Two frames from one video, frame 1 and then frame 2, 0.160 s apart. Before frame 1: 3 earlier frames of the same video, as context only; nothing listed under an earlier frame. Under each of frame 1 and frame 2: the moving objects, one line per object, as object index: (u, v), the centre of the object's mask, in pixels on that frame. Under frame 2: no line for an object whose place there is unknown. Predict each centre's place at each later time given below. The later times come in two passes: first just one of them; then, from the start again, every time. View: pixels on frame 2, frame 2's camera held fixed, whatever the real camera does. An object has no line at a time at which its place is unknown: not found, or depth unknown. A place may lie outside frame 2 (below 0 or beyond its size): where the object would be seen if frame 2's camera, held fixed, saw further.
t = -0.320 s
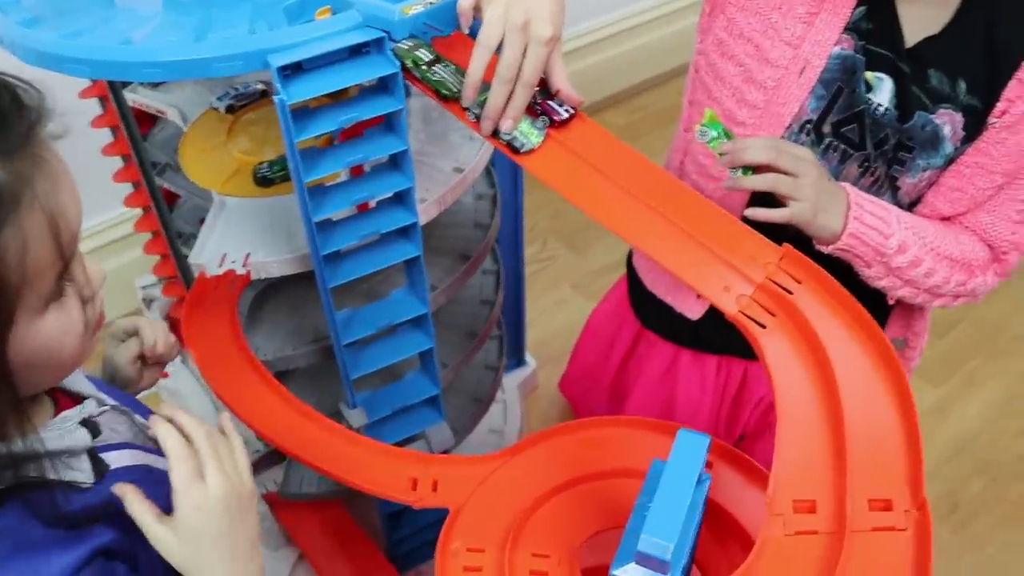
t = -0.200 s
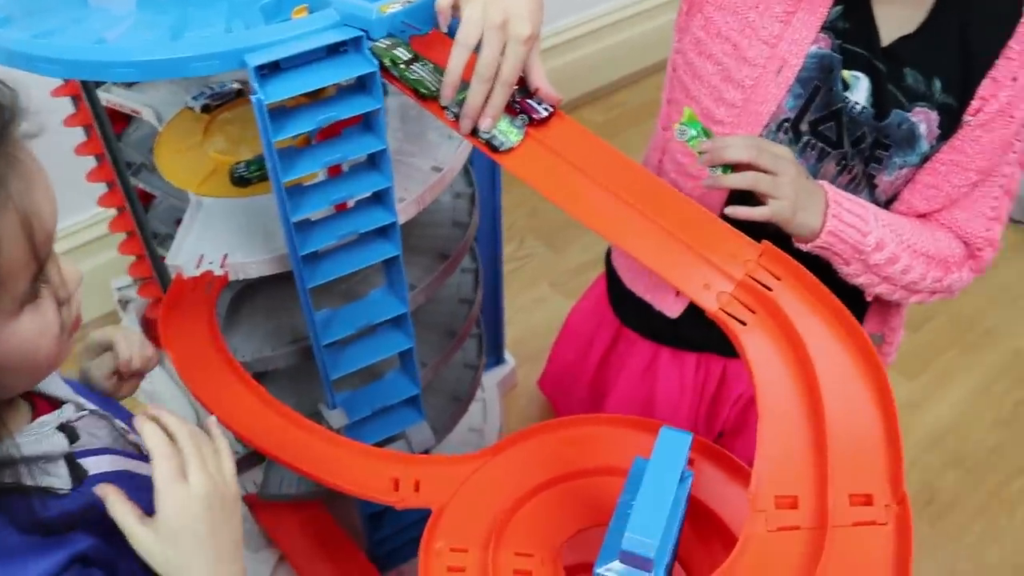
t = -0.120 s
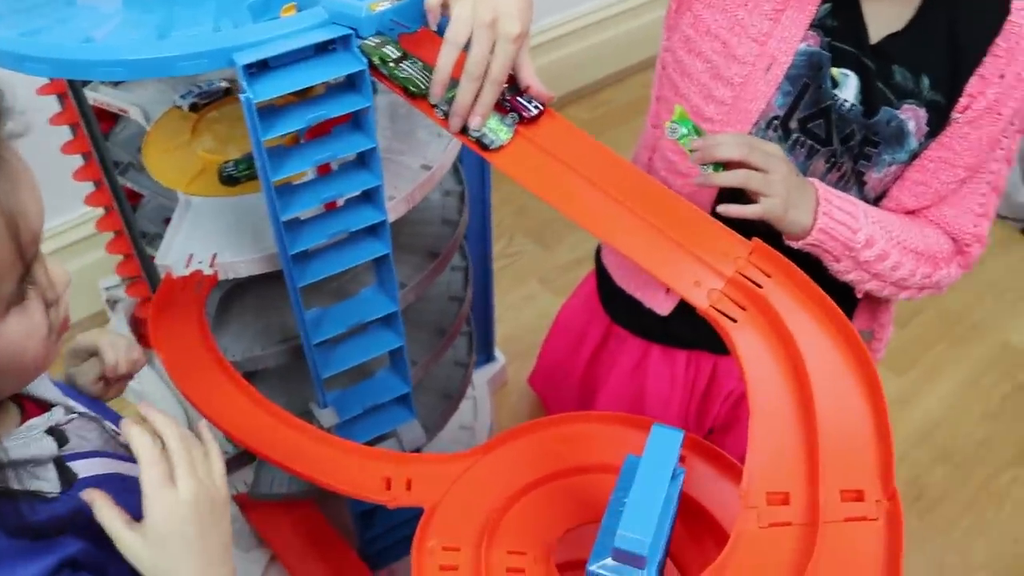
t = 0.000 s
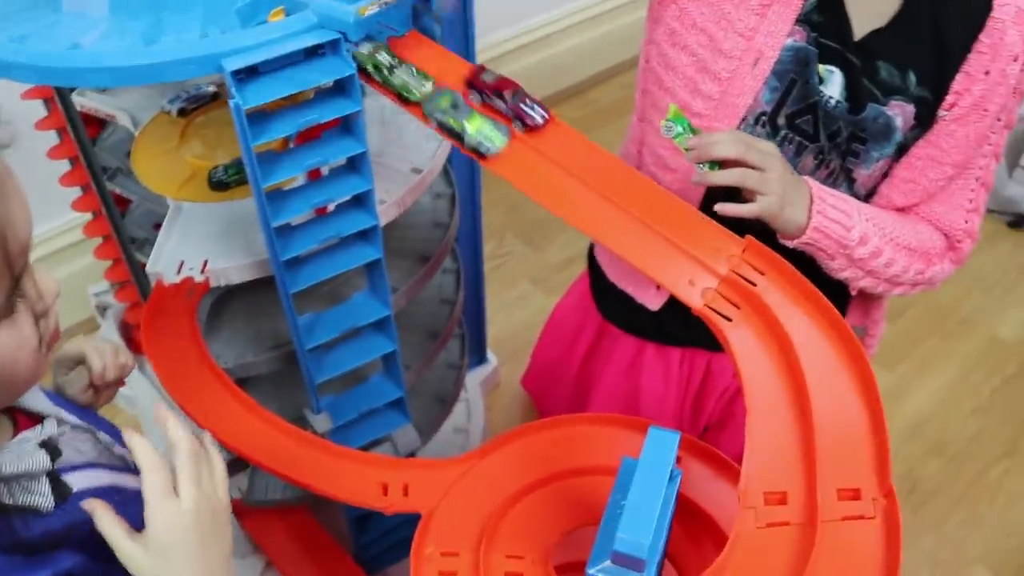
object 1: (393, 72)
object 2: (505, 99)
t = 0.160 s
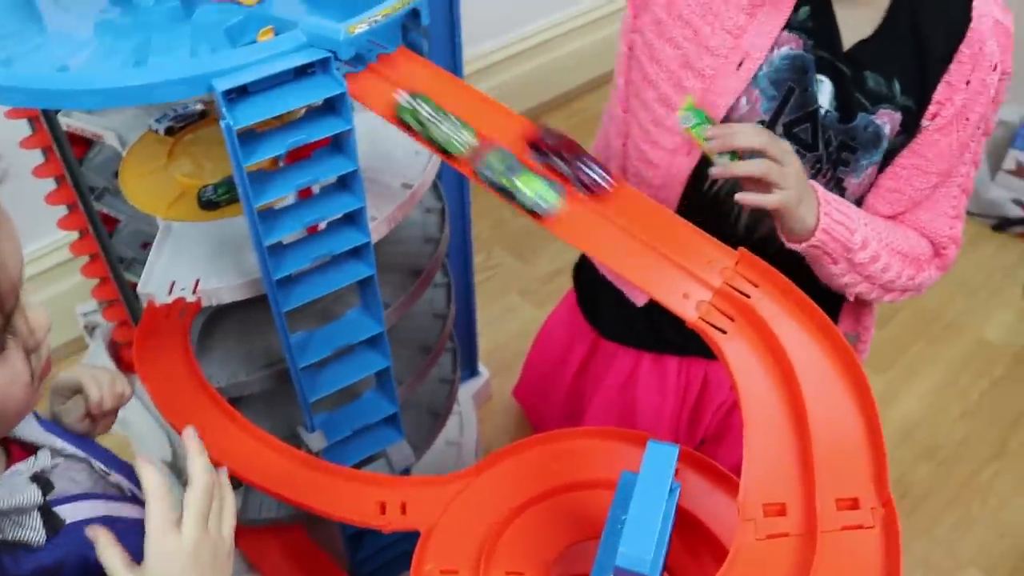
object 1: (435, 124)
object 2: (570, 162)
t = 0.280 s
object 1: (514, 178)
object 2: (670, 229)
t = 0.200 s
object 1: (457, 139)
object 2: (597, 180)
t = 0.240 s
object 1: (483, 158)
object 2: (630, 202)
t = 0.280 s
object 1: (514, 178)
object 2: (670, 229)
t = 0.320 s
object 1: (548, 201)
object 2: (714, 258)
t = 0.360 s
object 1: (586, 225)
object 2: (762, 290)
